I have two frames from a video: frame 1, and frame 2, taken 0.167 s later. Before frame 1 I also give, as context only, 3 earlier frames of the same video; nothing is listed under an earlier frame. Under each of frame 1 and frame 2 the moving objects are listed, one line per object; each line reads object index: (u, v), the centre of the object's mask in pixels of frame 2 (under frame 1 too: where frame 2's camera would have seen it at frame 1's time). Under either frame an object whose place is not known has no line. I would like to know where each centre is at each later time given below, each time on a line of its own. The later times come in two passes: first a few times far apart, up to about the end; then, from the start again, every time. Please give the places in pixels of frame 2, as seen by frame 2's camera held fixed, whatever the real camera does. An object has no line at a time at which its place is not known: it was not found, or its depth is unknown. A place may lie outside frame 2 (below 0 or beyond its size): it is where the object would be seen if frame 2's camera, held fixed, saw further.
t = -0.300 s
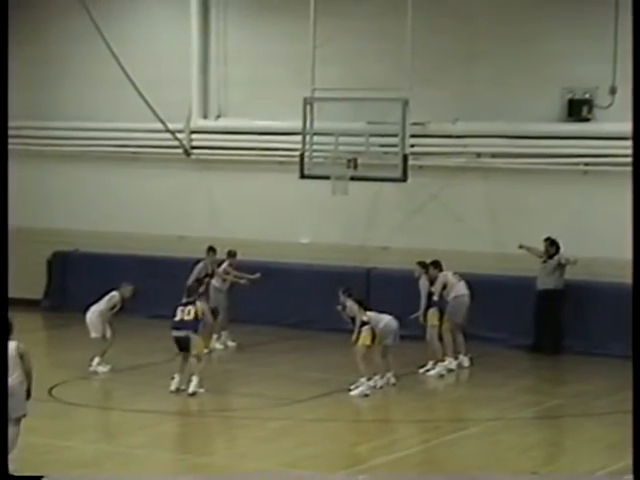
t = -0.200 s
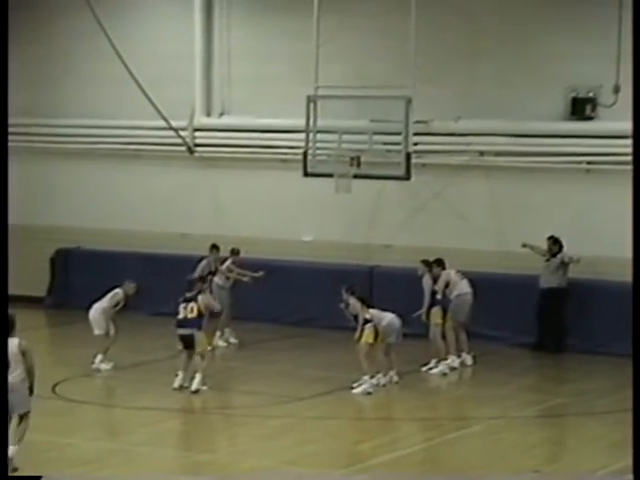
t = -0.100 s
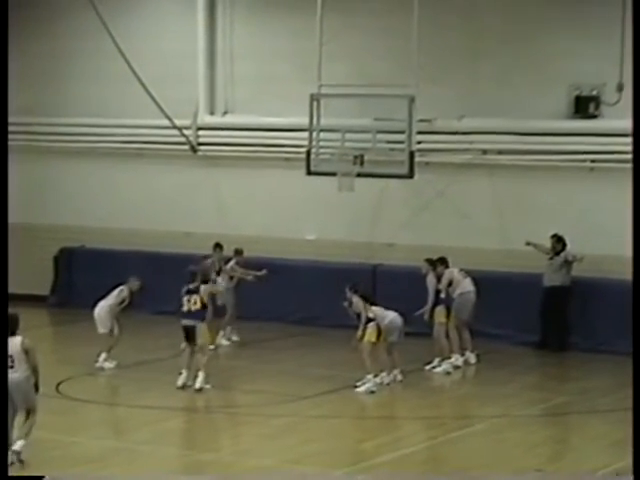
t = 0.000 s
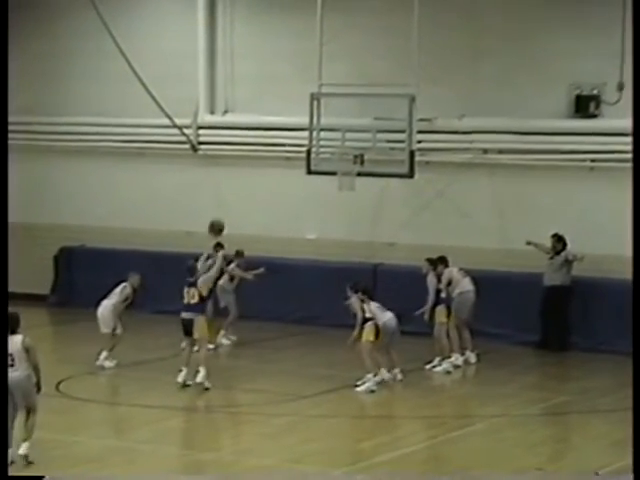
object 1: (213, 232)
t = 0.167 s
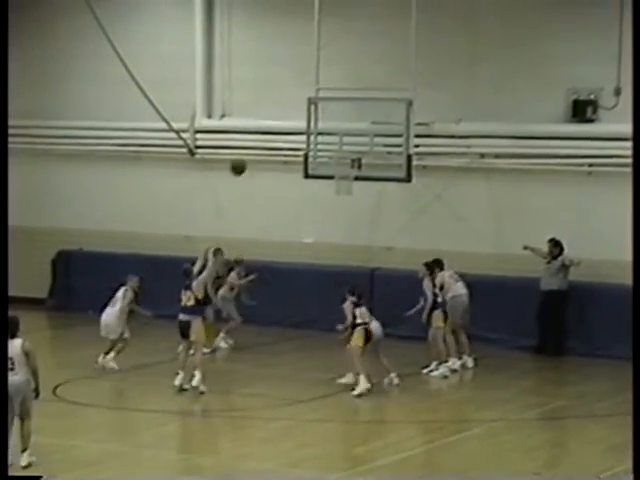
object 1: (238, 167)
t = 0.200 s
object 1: (242, 156)
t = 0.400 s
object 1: (270, 112)
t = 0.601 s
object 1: (296, 97)
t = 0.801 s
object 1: (320, 109)
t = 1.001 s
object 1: (342, 147)
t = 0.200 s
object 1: (242, 156)
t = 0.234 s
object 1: (247, 147)
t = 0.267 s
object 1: (251, 139)
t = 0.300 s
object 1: (256, 130)
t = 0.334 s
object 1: (261, 124)
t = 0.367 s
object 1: (265, 118)
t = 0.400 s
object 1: (270, 112)
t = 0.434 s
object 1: (274, 108)
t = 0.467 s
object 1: (279, 104)
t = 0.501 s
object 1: (283, 101)
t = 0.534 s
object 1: (287, 99)
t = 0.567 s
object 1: (292, 98)
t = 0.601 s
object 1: (296, 97)
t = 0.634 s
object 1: (300, 98)
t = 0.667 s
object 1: (303, 99)
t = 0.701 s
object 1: (308, 100)
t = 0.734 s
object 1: (312, 103)
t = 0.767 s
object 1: (314, 105)
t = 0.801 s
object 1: (320, 109)
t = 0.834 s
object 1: (324, 114)
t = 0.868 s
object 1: (327, 119)
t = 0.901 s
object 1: (331, 126)
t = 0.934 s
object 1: (335, 132)
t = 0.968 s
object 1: (339, 139)
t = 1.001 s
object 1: (342, 147)
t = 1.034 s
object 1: (345, 155)
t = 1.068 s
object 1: (348, 165)
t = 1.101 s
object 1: (351, 169)
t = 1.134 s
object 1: (352, 181)
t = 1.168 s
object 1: (351, 181)
